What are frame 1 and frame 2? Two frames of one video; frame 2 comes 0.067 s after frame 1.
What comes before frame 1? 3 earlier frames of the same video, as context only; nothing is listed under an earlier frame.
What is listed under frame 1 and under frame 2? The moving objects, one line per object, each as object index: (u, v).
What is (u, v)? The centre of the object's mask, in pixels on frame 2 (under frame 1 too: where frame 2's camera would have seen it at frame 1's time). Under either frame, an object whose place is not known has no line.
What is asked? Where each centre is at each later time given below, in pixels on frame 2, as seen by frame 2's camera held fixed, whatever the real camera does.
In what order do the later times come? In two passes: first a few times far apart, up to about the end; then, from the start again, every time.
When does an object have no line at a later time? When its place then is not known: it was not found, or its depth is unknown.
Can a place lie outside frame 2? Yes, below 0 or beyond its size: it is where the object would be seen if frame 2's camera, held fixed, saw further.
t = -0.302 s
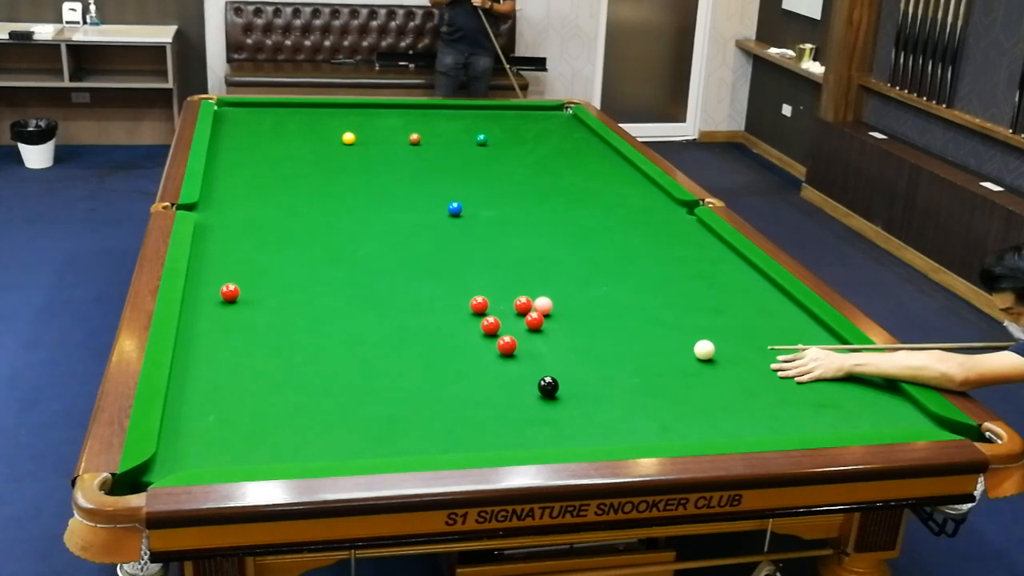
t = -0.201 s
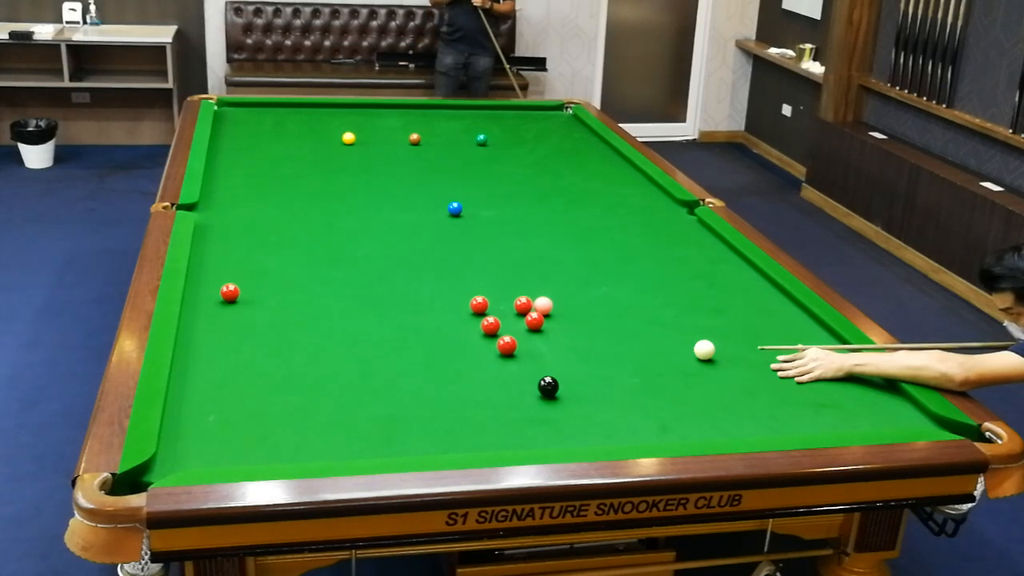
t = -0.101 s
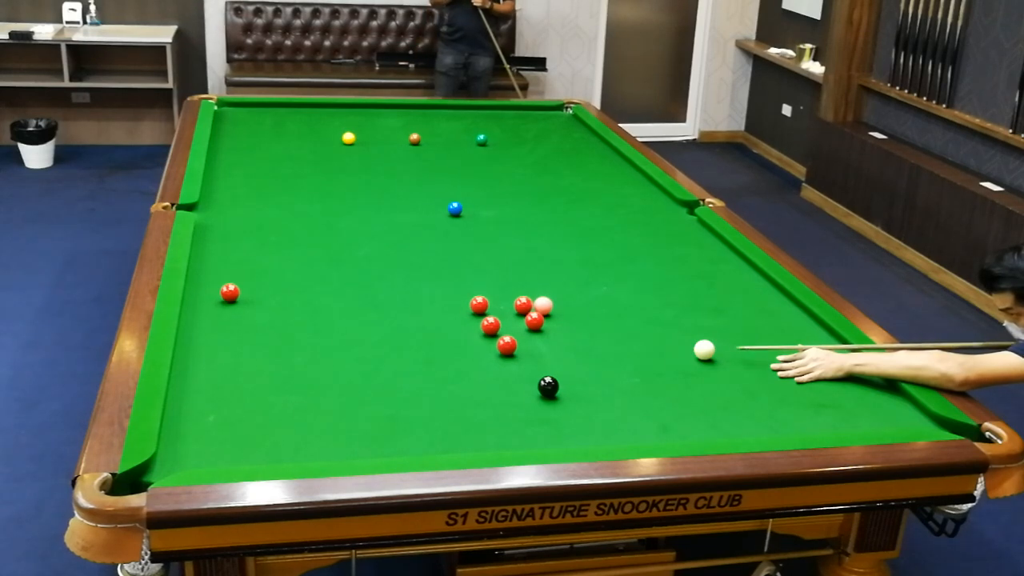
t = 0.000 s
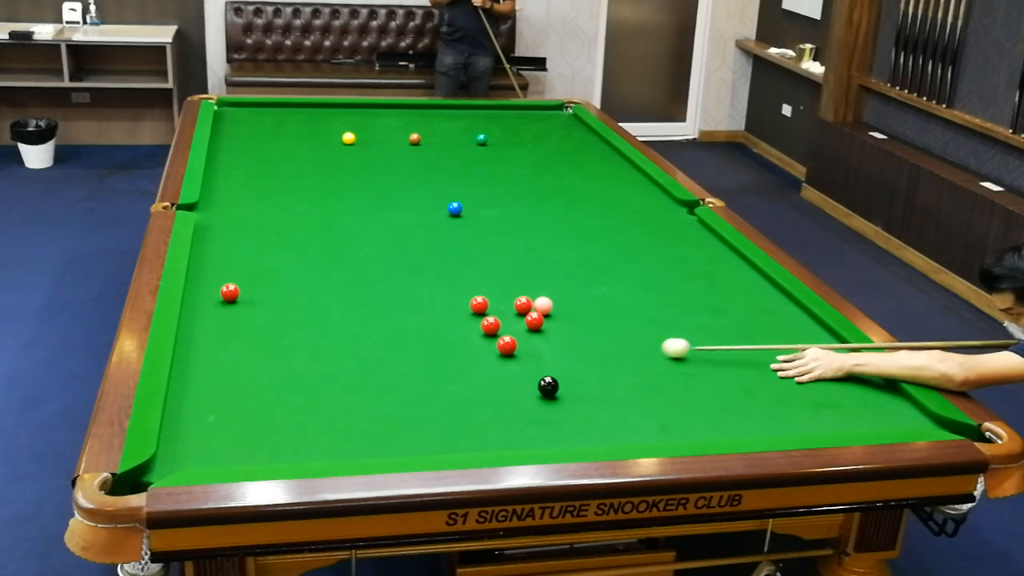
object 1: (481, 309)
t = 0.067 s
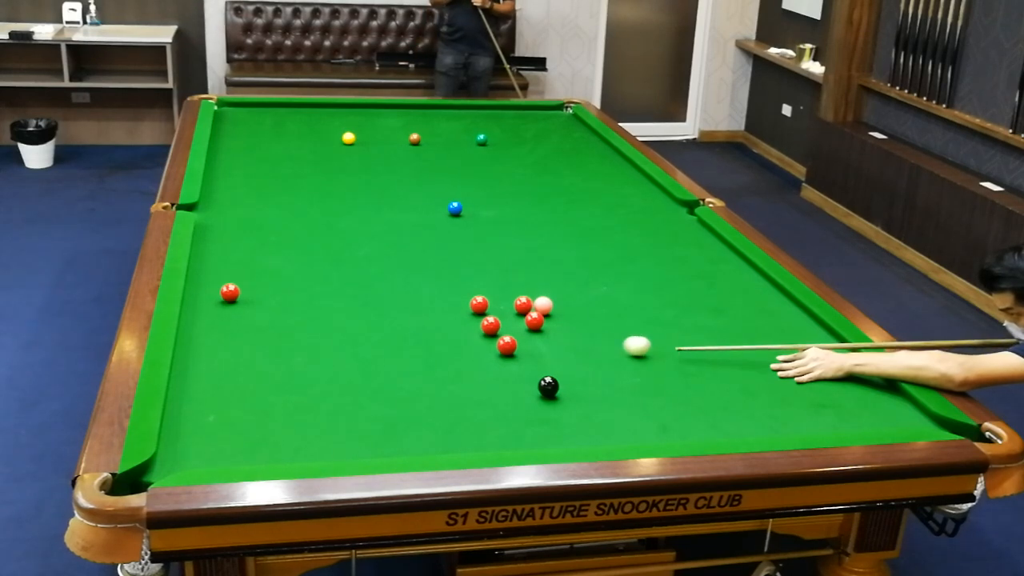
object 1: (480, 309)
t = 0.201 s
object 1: (481, 309)
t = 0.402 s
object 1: (479, 307)
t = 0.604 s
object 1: (482, 302)
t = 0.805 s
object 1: (487, 296)
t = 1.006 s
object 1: (492, 291)
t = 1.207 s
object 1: (496, 286)
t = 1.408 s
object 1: (500, 281)
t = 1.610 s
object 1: (504, 277)
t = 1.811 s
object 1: (506, 274)
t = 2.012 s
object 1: (509, 270)
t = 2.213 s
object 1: (511, 268)
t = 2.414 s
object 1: (513, 266)
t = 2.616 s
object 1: (515, 264)
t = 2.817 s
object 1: (517, 262)
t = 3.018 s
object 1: (517, 261)
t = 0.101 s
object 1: (481, 309)
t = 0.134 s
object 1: (481, 309)
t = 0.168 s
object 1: (481, 309)
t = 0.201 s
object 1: (481, 309)
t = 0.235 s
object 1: (480, 309)
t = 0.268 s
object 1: (481, 309)
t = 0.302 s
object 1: (481, 309)
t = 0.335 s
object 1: (481, 309)
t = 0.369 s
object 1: (480, 308)
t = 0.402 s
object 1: (479, 307)
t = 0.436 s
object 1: (479, 305)
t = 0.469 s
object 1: (480, 305)
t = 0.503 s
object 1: (482, 306)
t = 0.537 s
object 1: (483, 306)
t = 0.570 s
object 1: (483, 304)
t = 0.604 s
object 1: (482, 302)
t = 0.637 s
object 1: (483, 301)
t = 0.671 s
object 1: (484, 300)
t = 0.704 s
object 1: (485, 299)
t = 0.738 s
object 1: (486, 298)
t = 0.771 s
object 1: (486, 297)
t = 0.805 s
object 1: (487, 296)
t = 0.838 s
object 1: (488, 295)
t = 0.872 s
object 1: (489, 294)
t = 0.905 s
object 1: (489, 293)
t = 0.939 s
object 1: (490, 292)
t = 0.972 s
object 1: (491, 292)
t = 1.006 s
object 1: (492, 291)
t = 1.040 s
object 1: (492, 290)
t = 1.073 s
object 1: (493, 289)
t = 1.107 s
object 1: (494, 288)
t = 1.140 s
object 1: (494, 288)
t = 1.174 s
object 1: (495, 287)
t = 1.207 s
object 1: (496, 286)
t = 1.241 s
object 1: (497, 285)
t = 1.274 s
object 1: (497, 285)
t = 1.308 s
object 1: (498, 284)
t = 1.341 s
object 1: (499, 283)
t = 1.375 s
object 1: (499, 282)
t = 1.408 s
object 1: (500, 281)
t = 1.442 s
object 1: (500, 281)
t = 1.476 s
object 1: (501, 280)
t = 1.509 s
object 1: (501, 279)
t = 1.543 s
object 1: (502, 279)
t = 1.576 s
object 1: (503, 278)
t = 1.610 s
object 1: (504, 277)
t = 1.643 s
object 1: (504, 277)
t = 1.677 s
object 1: (504, 276)
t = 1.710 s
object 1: (505, 275)
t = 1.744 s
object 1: (505, 275)
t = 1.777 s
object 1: (506, 274)
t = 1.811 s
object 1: (506, 274)
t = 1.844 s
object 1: (507, 273)
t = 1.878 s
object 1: (507, 273)
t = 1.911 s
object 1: (507, 272)
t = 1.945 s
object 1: (508, 272)
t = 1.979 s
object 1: (508, 271)
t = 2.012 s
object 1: (509, 270)
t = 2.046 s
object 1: (510, 270)
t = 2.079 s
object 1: (510, 269)
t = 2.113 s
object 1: (511, 269)
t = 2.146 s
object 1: (511, 269)
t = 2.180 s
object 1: (511, 268)
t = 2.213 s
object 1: (511, 268)
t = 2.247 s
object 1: (512, 267)
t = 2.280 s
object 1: (512, 267)
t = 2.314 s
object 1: (513, 267)
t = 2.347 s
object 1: (513, 266)
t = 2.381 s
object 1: (513, 266)
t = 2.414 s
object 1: (513, 266)
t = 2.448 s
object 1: (513, 265)
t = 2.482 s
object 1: (514, 265)
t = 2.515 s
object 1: (514, 265)
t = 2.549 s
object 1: (515, 264)
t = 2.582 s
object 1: (515, 264)
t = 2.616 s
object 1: (515, 264)
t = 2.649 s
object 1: (516, 263)
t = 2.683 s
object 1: (516, 263)
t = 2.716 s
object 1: (516, 262)
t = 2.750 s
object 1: (517, 262)
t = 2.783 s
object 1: (517, 262)
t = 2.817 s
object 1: (517, 262)
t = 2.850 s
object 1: (517, 261)
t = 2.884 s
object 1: (517, 261)
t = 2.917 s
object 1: (517, 261)
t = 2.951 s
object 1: (517, 261)
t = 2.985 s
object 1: (517, 261)
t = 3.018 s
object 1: (517, 261)
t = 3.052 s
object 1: (517, 260)
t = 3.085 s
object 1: (517, 260)
